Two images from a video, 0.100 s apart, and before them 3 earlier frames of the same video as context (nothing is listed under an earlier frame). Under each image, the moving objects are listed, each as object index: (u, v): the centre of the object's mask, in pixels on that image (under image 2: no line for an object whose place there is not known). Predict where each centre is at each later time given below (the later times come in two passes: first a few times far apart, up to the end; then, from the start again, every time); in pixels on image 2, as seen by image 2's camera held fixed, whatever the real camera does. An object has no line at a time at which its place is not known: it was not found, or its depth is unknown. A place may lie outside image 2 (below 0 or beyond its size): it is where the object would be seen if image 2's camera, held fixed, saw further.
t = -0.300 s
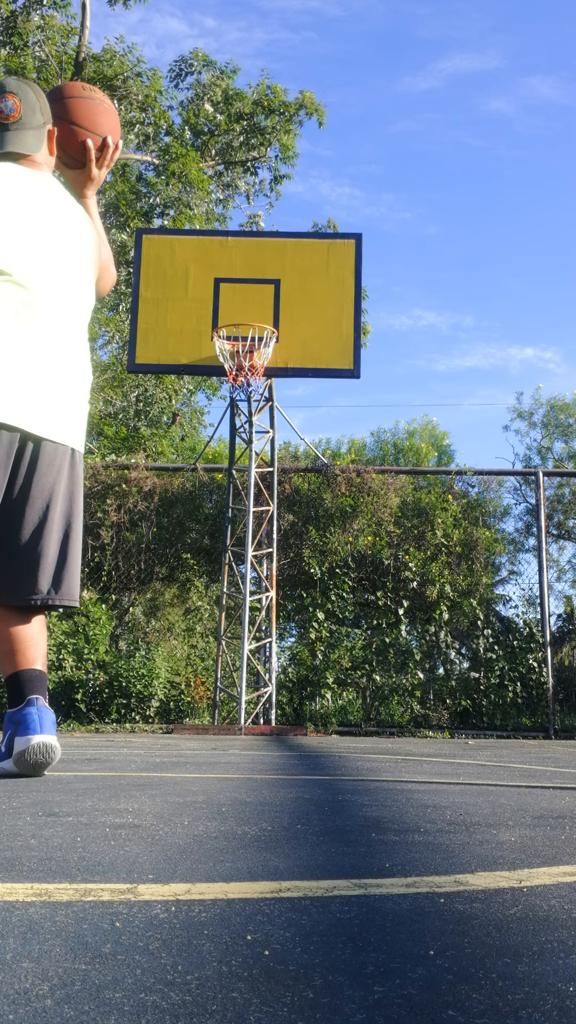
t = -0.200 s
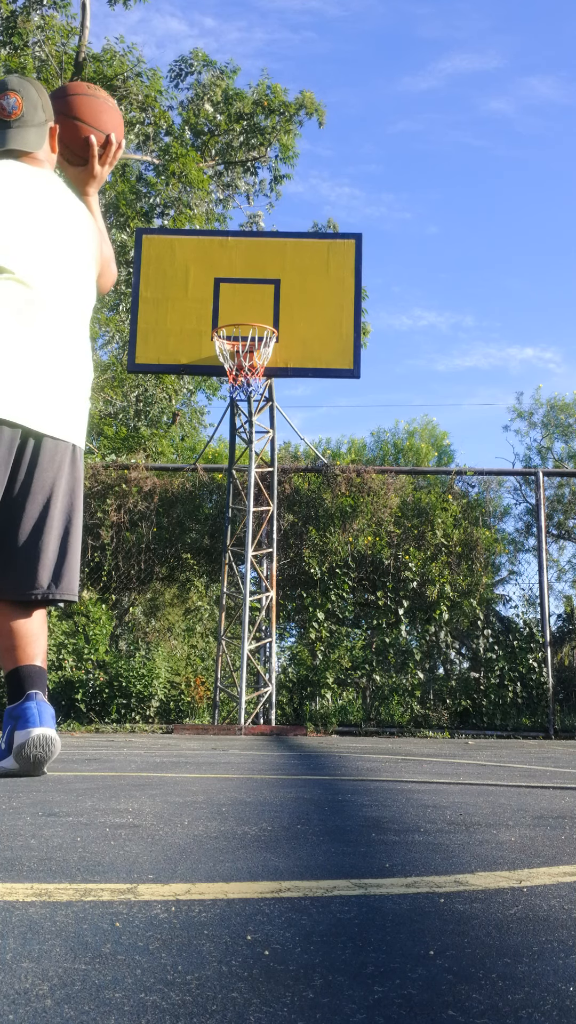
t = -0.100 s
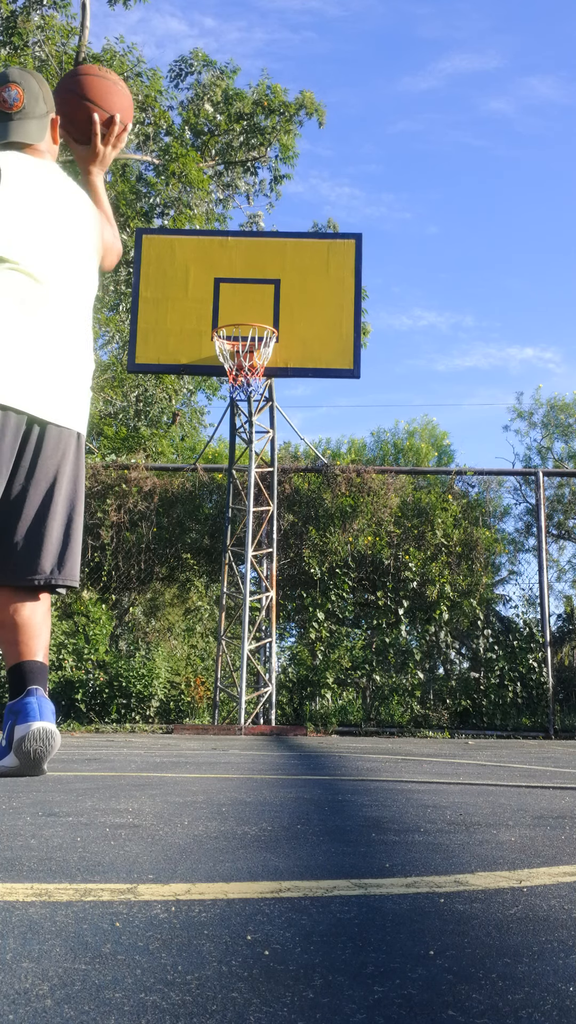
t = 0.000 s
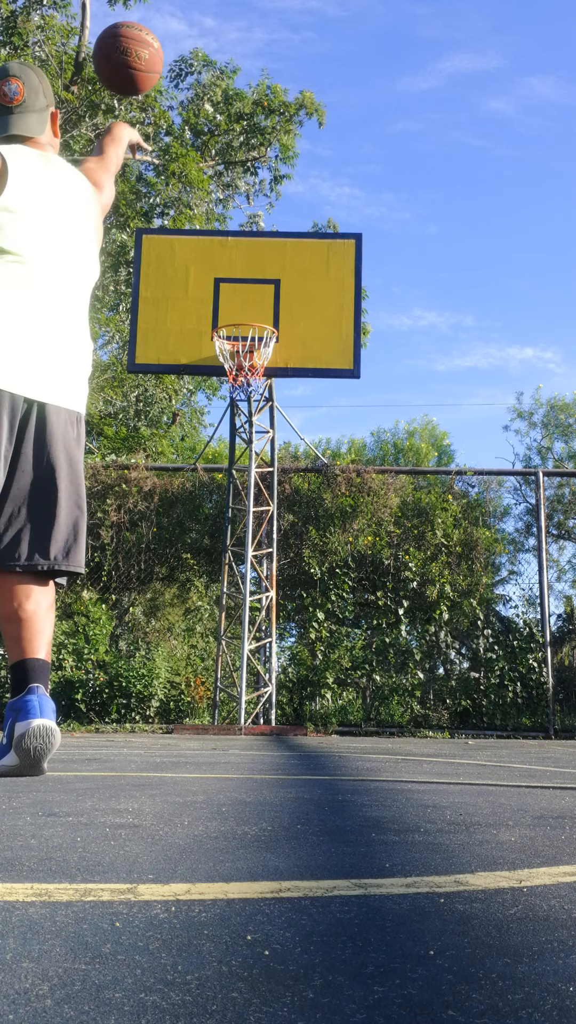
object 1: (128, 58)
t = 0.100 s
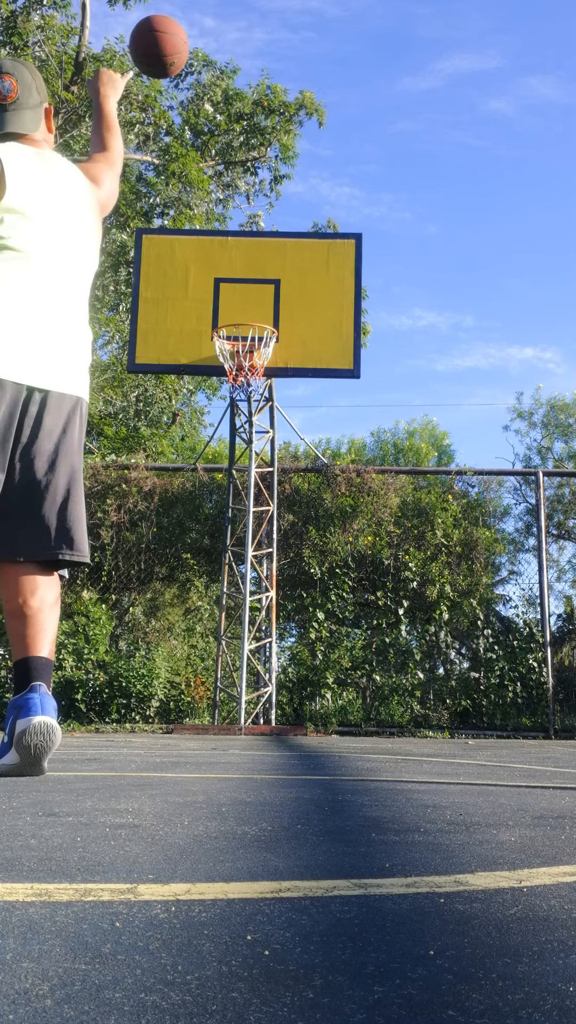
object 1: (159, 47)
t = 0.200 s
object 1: (181, 56)
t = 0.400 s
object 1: (209, 111)
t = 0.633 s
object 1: (229, 219)
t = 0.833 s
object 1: (241, 337)
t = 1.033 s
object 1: (256, 411)
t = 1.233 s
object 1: (270, 520)
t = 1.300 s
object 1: (274, 573)
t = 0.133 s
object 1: (167, 48)
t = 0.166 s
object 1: (174, 51)
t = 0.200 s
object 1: (181, 56)
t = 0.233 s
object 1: (187, 62)
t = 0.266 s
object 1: (192, 70)
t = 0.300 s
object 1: (197, 78)
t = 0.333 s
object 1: (202, 88)
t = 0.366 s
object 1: (206, 99)
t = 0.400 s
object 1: (209, 111)
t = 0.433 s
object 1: (213, 124)
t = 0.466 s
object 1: (216, 138)
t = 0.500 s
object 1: (219, 153)
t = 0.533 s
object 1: (222, 169)
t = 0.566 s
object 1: (224, 185)
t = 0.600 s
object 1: (226, 202)
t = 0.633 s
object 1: (229, 219)
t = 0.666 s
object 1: (231, 238)
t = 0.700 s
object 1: (233, 257)
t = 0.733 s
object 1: (235, 276)
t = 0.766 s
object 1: (236, 296)
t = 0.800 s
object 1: (238, 315)
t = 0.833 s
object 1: (241, 337)
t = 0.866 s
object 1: (243, 351)
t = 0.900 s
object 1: (245, 365)
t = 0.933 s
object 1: (249, 376)
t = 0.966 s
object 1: (252, 390)
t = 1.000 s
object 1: (254, 399)
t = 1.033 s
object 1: (256, 411)
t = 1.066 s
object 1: (259, 425)
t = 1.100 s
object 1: (261, 440)
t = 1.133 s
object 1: (263, 458)
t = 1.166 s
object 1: (266, 477)
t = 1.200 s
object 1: (268, 498)
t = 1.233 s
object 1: (270, 520)
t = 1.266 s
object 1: (272, 546)
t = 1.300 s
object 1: (274, 573)
